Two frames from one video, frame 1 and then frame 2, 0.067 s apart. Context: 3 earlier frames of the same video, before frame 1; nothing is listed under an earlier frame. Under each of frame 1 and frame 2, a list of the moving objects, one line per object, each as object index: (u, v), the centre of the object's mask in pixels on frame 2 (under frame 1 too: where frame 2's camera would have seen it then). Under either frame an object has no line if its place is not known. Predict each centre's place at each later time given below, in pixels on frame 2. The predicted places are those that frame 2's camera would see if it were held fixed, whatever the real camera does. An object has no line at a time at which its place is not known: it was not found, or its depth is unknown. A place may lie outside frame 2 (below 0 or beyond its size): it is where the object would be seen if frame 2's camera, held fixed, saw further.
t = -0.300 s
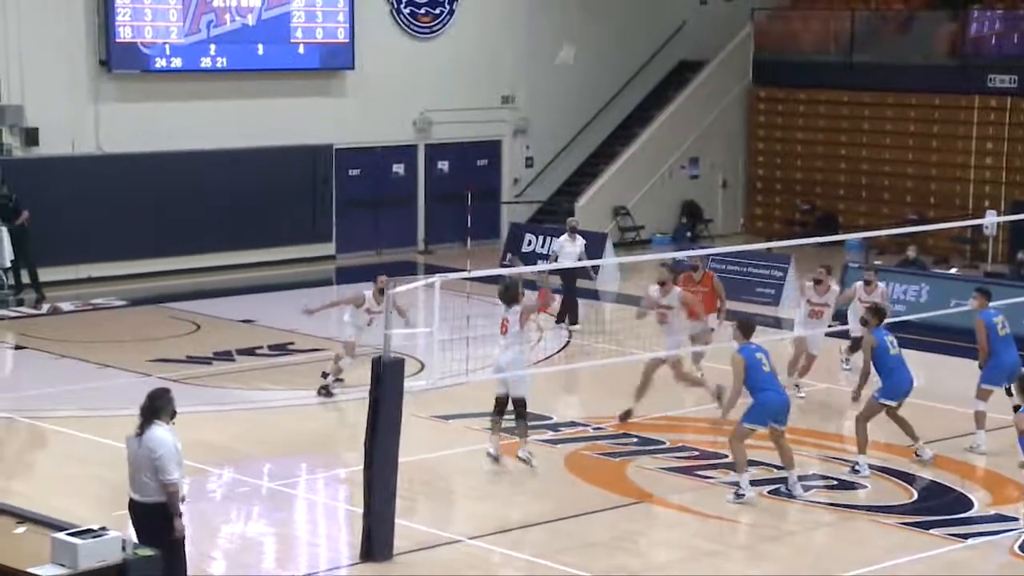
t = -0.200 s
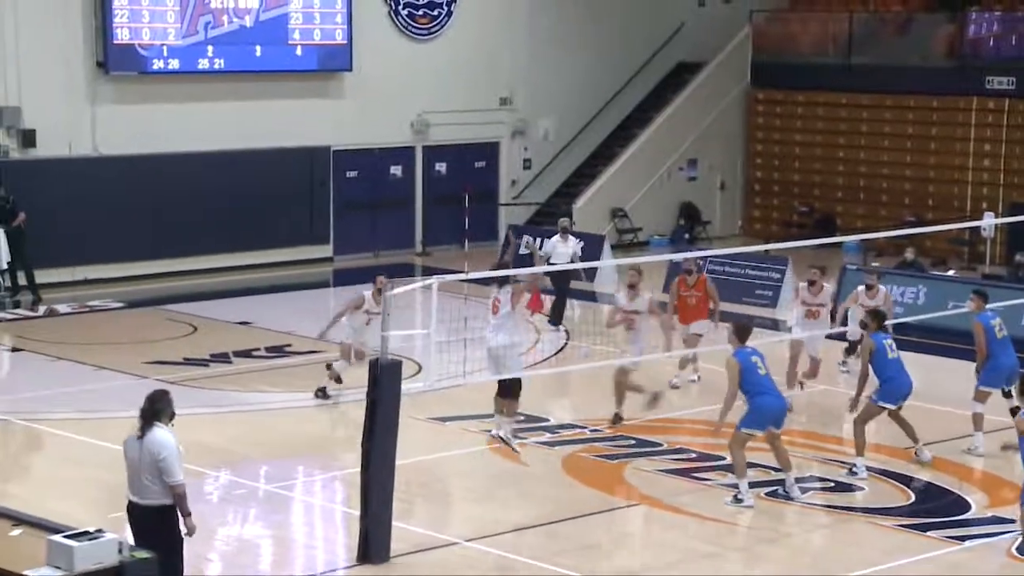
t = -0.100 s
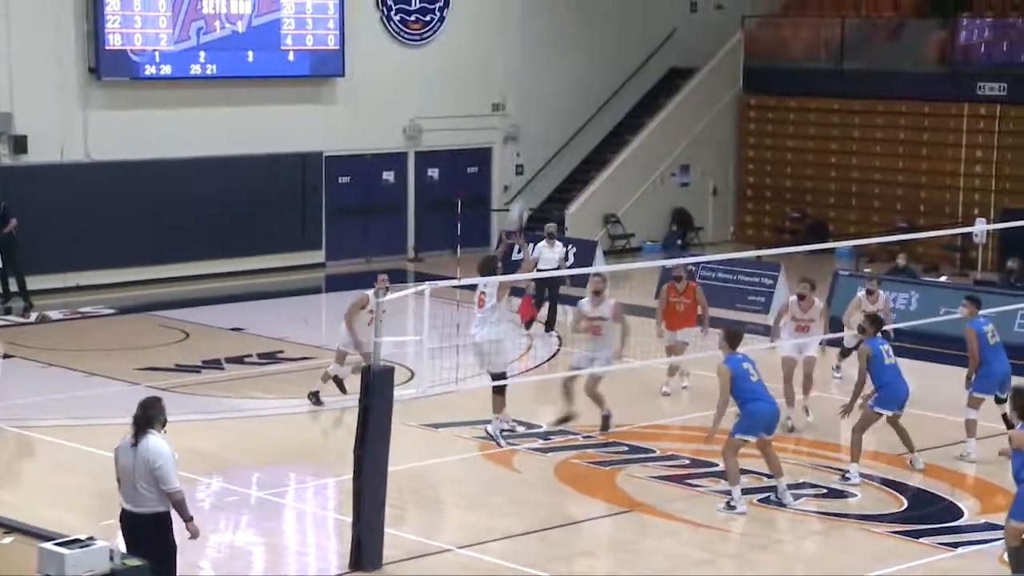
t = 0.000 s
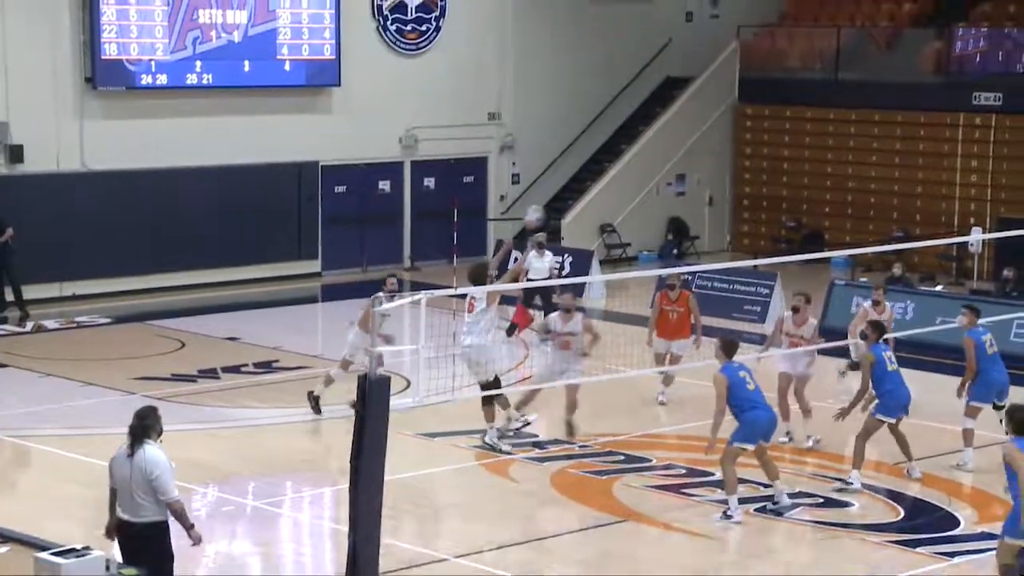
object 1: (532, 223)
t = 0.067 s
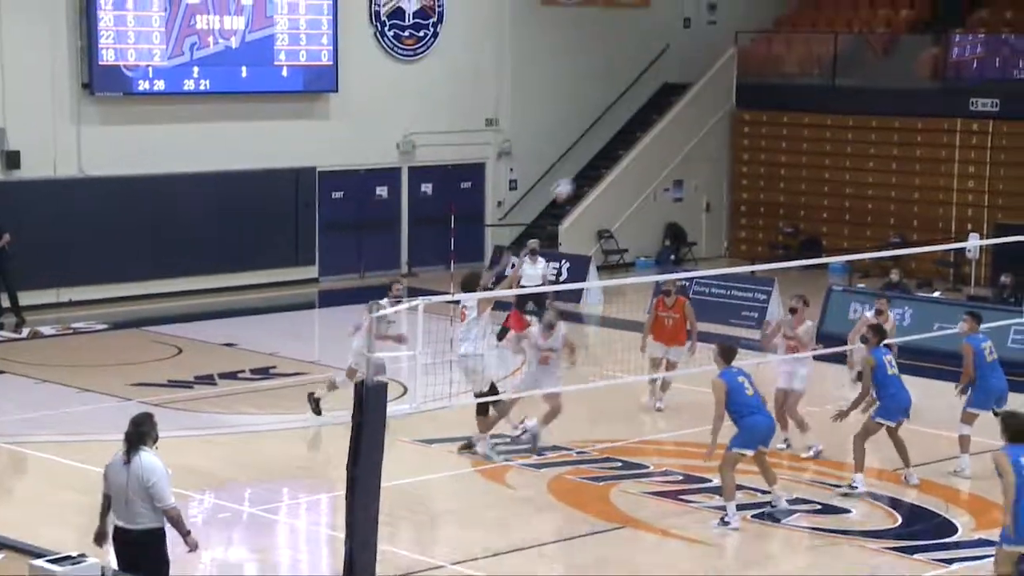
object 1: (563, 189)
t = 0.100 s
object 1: (578, 174)
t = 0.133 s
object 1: (594, 160)
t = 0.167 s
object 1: (610, 148)
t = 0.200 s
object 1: (625, 136)
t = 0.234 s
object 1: (641, 126)
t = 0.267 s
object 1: (656, 116)
